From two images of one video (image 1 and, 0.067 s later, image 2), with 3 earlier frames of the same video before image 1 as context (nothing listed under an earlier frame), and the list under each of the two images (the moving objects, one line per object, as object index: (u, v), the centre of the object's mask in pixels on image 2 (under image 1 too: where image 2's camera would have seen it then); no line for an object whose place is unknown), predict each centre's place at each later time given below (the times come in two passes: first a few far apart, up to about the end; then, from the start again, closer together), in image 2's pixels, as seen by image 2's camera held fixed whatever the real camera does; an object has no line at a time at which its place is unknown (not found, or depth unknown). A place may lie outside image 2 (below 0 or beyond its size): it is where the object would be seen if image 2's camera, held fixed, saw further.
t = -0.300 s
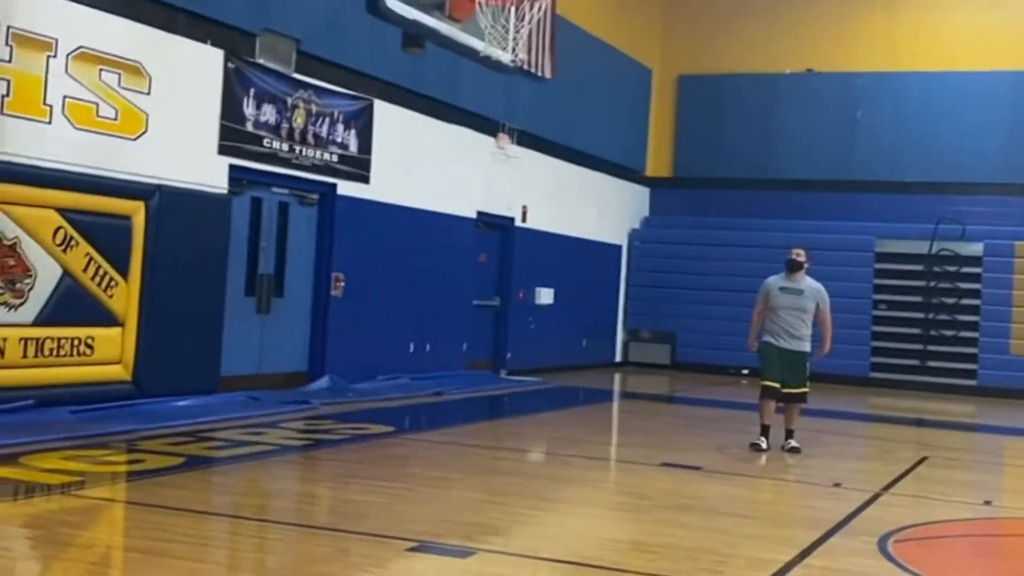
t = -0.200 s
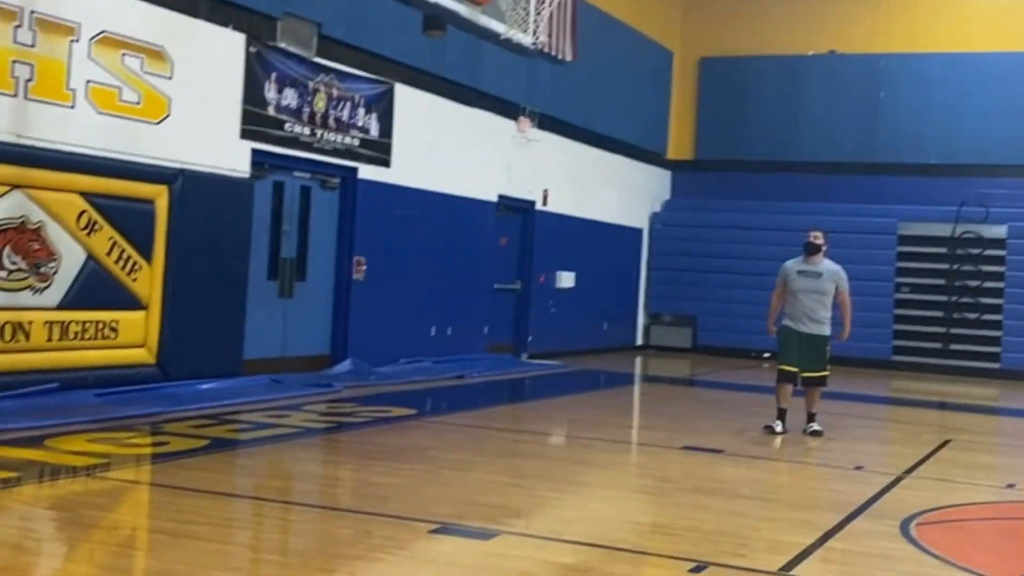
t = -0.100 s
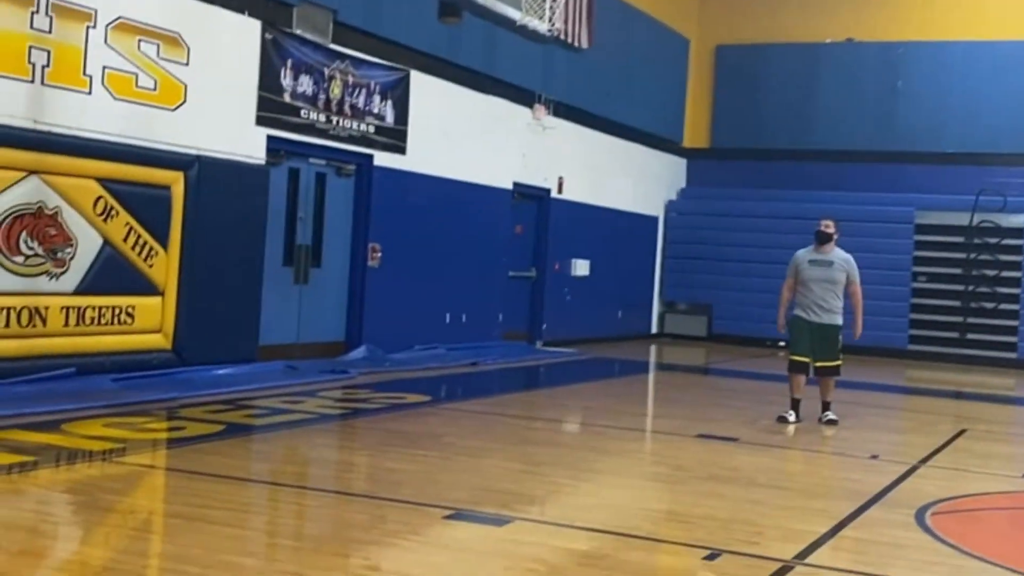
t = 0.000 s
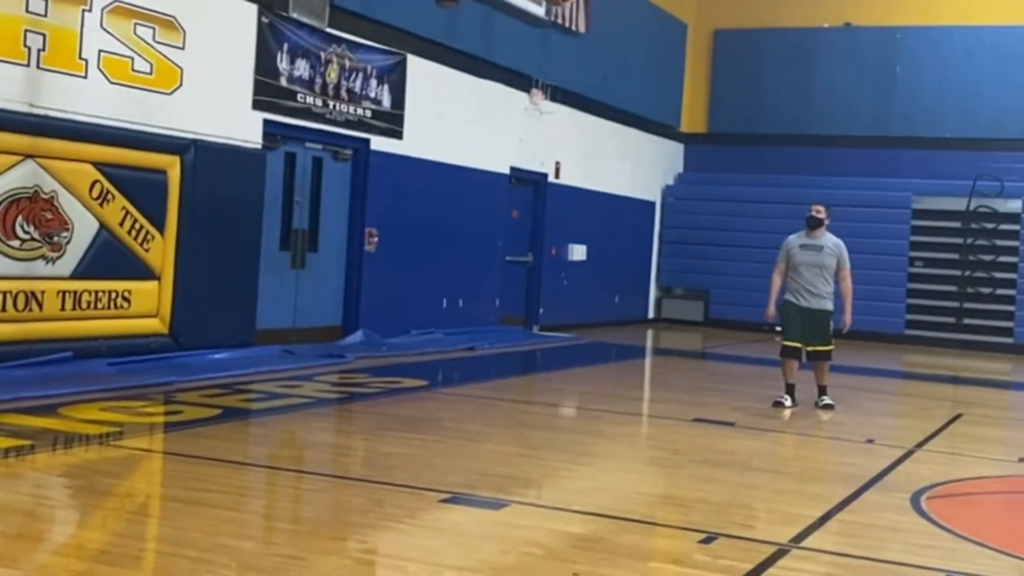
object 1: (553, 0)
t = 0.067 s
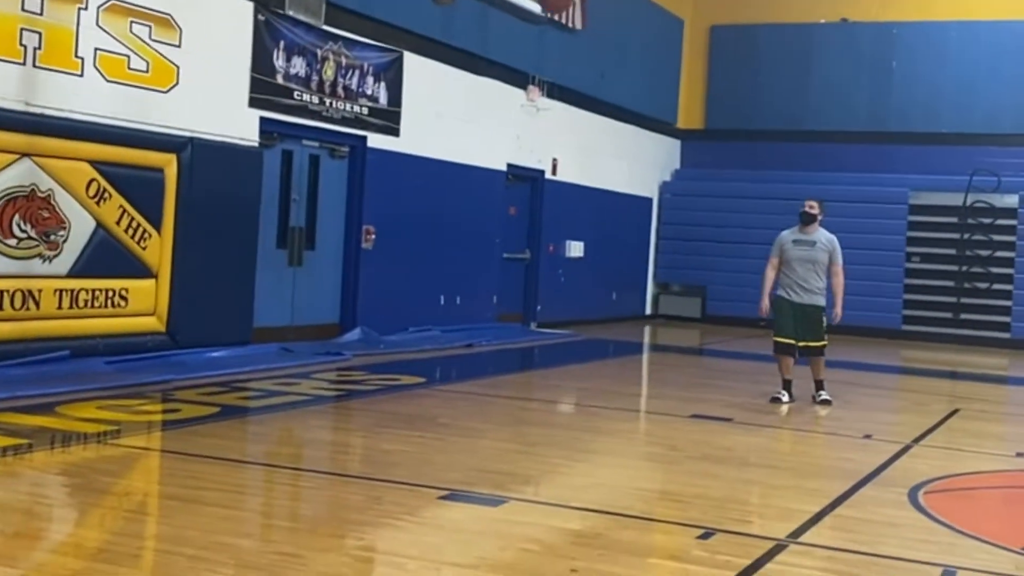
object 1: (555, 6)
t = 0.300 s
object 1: (556, 86)
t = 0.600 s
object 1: (544, 346)
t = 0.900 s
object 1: (534, 279)
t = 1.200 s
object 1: (520, 196)
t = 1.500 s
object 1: (495, 277)
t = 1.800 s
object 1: (467, 413)
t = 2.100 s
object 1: (444, 309)
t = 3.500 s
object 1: (273, 470)
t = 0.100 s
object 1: (557, 10)
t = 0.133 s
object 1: (556, 15)
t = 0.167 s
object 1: (557, 21)
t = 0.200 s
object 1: (556, 36)
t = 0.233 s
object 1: (556, 50)
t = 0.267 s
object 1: (556, 67)
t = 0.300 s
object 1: (556, 86)
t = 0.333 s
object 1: (555, 106)
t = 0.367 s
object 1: (553, 130)
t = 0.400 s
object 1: (553, 155)
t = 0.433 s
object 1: (552, 183)
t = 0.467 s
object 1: (551, 211)
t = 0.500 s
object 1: (549, 241)
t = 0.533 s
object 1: (548, 273)
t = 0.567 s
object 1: (546, 307)
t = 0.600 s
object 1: (544, 346)
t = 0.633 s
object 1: (543, 386)
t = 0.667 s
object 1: (542, 429)
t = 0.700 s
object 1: (541, 418)
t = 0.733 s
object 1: (540, 390)
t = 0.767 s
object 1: (539, 364)
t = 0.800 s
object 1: (539, 340)
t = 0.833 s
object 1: (536, 317)
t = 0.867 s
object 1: (535, 297)
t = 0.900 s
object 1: (534, 279)
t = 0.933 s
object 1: (533, 262)
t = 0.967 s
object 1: (532, 247)
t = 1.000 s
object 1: (530, 234)
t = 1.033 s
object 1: (528, 223)
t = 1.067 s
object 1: (527, 214)
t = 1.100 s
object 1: (525, 207)
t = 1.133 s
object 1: (523, 201)
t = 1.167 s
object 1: (522, 198)
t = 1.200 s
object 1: (520, 196)
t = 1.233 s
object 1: (517, 197)
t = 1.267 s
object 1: (515, 199)
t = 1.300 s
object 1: (512, 204)
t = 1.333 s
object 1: (510, 210)
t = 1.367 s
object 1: (507, 219)
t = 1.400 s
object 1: (505, 230)
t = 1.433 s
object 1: (502, 243)
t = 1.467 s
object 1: (498, 259)
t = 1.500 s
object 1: (495, 277)
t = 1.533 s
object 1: (492, 297)
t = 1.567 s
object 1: (487, 318)
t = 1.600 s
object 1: (485, 343)
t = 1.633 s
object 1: (481, 370)
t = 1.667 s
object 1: (478, 399)
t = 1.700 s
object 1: (473, 433)
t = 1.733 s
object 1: (470, 460)
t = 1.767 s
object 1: (468, 436)
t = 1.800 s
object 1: (467, 413)
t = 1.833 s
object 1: (466, 393)
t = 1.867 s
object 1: (463, 375)
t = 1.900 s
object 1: (460, 359)
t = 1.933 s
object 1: (459, 346)
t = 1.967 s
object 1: (457, 334)
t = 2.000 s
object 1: (452, 324)
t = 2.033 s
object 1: (450, 316)
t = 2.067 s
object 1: (447, 311)
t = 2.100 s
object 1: (444, 309)
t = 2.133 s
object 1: (440, 308)
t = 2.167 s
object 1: (436, 309)
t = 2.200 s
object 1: (432, 313)
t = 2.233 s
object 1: (428, 320)
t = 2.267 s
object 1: (423, 329)
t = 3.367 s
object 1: (294, 441)
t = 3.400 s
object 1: (289, 444)
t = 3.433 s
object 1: (284, 449)
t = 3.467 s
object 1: (279, 457)
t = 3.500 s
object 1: (273, 470)
